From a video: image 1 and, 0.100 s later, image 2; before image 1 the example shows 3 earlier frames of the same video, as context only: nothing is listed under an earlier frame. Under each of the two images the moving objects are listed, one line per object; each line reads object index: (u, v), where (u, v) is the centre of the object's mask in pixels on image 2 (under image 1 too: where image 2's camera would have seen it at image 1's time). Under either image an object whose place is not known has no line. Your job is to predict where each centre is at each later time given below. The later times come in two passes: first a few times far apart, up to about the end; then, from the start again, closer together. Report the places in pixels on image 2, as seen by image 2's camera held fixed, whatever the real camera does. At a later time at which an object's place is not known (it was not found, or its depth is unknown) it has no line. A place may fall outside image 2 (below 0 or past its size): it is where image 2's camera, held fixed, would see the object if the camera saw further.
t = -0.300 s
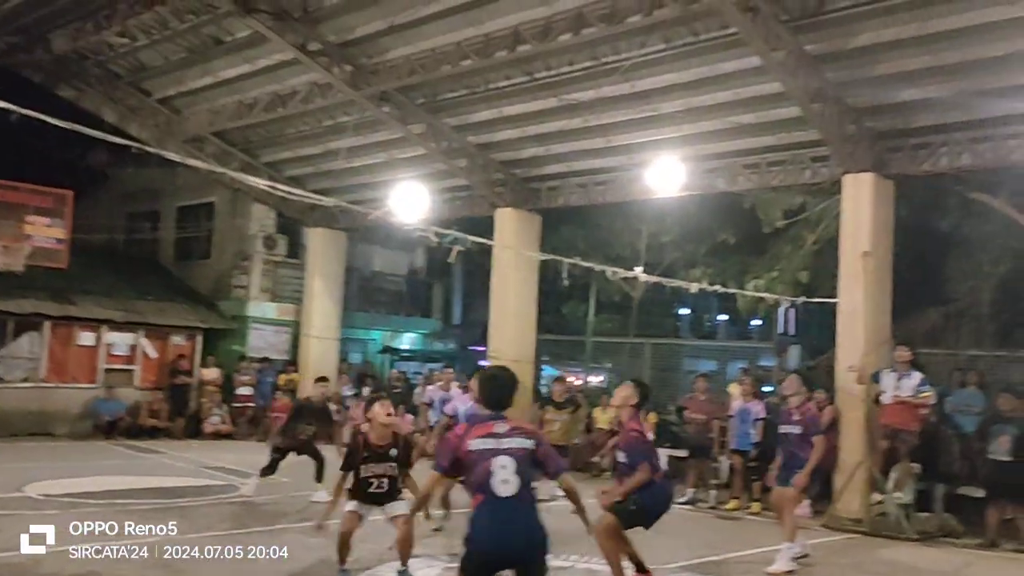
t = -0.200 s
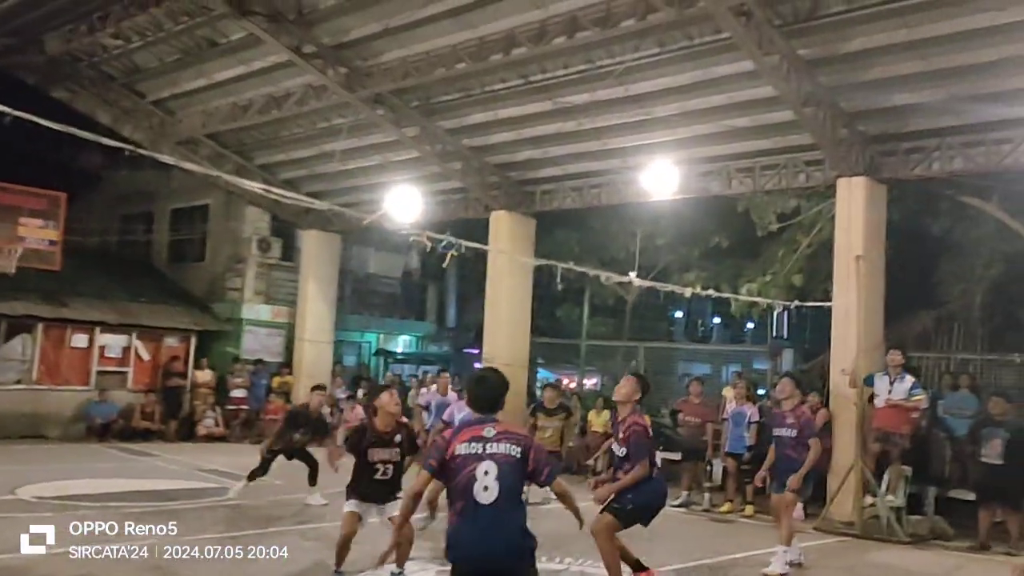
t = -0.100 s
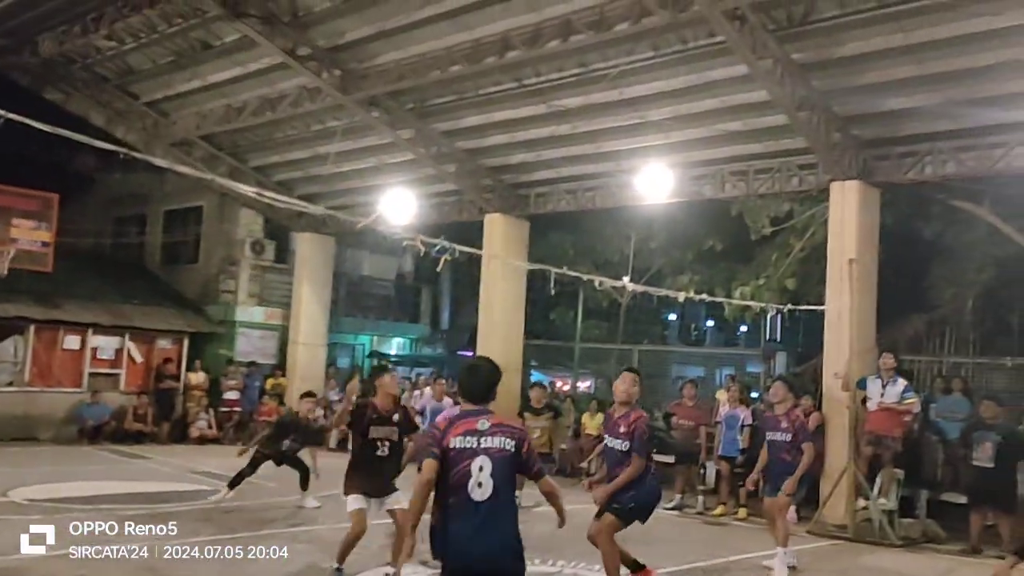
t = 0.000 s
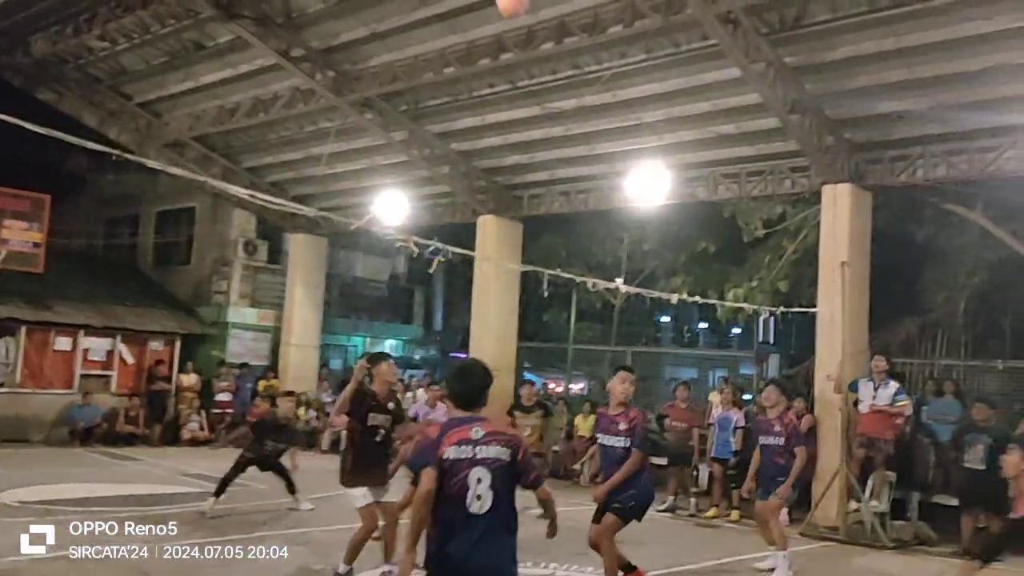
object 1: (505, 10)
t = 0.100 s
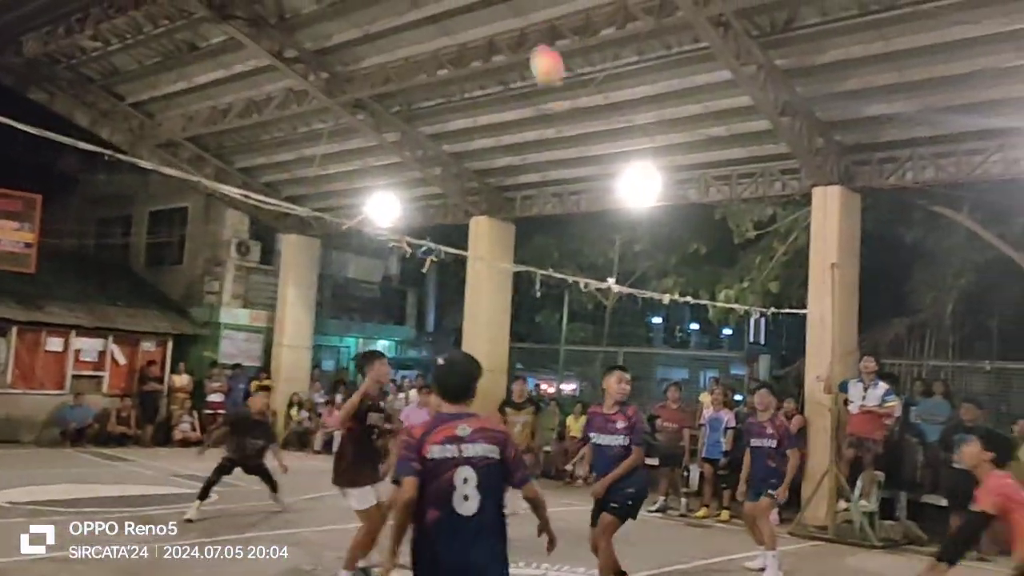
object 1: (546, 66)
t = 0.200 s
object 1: (590, 146)
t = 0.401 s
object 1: (674, 362)
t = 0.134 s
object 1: (561, 89)
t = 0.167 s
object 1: (576, 118)
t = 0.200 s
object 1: (590, 146)
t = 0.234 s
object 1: (601, 174)
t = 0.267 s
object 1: (612, 209)
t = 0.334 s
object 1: (647, 282)
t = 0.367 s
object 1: (661, 323)
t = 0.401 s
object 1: (674, 362)
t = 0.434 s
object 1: (687, 407)
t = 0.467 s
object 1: (701, 453)
